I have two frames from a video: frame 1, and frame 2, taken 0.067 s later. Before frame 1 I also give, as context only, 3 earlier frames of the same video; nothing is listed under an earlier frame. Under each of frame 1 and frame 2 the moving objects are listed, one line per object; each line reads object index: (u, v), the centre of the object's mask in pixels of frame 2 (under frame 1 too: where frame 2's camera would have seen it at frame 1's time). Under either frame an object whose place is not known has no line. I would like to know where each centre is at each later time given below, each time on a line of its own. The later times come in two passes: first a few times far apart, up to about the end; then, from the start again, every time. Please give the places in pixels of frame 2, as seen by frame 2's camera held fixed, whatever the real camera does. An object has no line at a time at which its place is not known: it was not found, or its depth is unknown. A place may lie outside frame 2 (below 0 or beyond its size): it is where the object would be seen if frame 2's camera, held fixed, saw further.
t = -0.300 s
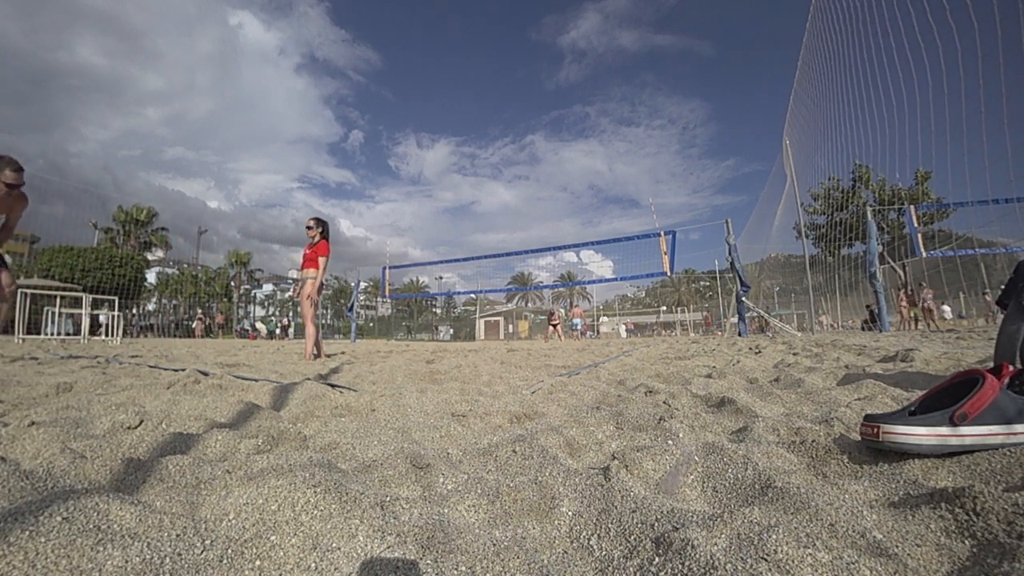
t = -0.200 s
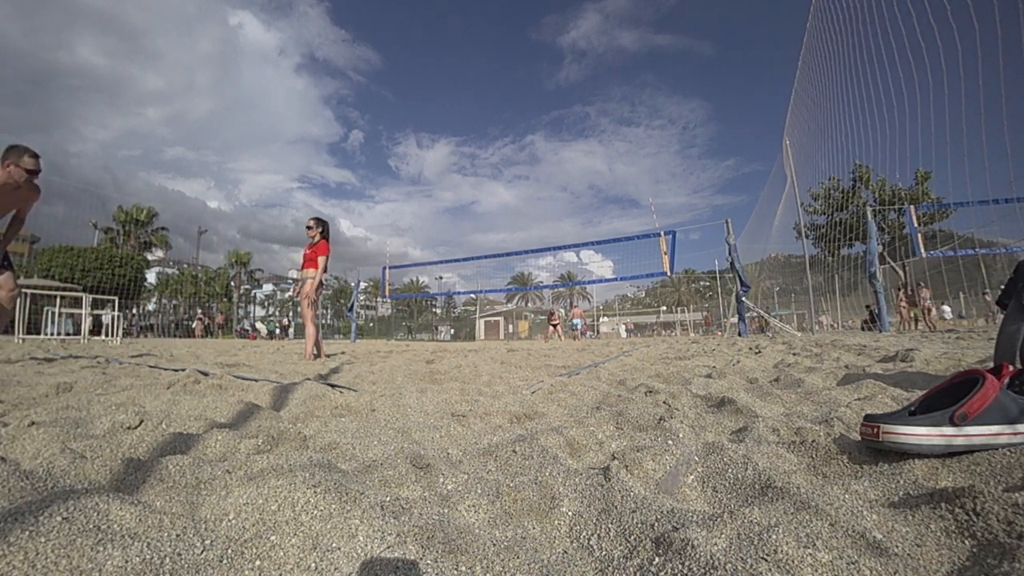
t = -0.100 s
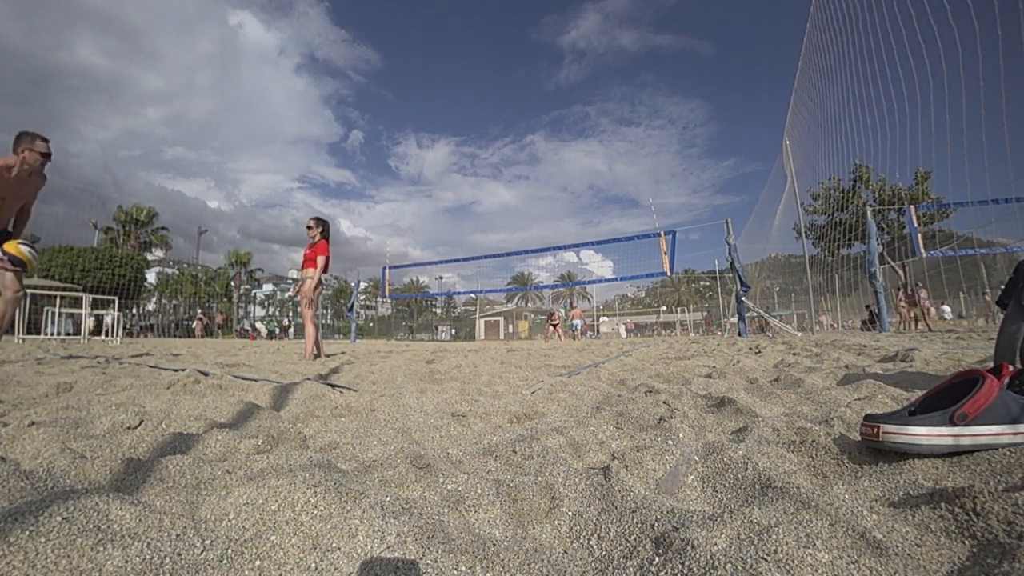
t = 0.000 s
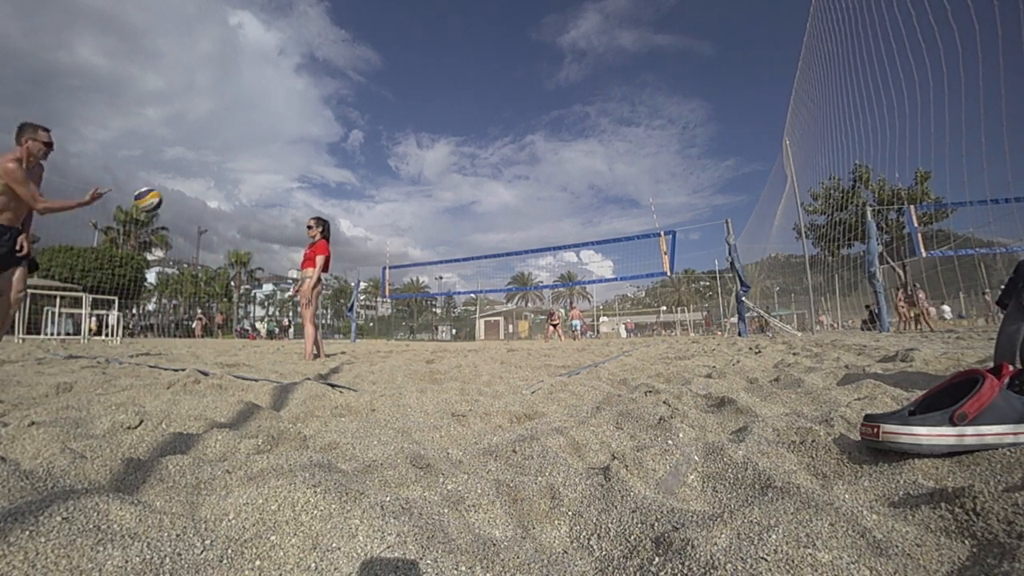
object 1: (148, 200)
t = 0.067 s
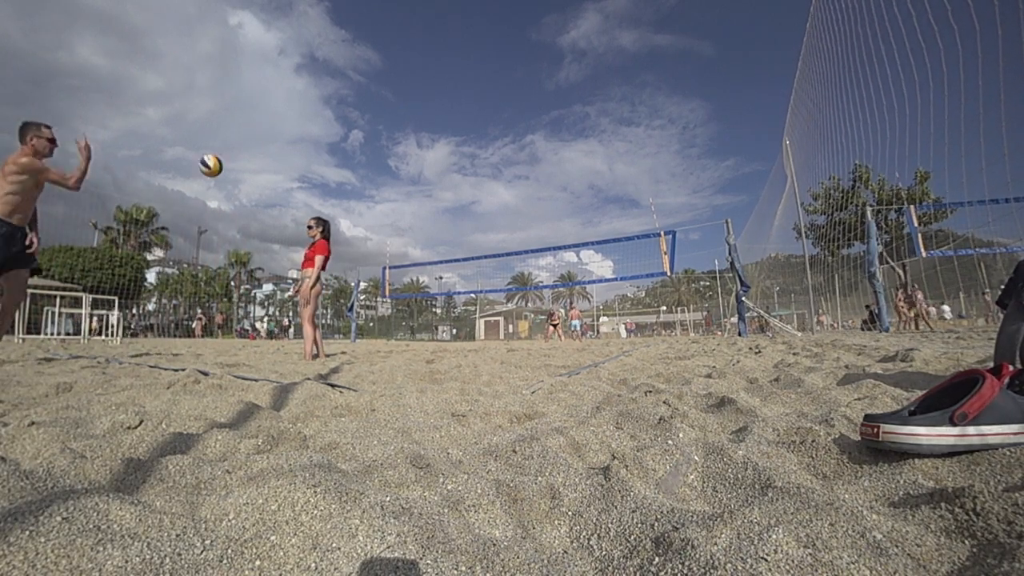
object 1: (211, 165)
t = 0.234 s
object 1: (316, 125)
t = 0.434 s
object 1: (390, 120)
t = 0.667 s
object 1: (441, 140)
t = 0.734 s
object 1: (452, 148)
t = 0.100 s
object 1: (237, 153)
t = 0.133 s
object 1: (260, 143)
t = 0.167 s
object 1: (281, 135)
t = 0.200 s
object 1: (300, 130)
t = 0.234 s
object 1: (316, 125)
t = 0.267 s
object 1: (332, 122)
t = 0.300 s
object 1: (345, 119)
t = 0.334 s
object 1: (358, 120)
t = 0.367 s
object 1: (369, 118)
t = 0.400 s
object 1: (380, 119)
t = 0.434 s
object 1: (390, 120)
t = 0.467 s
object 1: (399, 121)
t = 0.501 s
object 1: (408, 123)
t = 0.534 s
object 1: (415, 125)
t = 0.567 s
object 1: (422, 129)
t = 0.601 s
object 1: (429, 133)
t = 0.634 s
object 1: (435, 136)
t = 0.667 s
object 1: (441, 140)
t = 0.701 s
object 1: (447, 145)
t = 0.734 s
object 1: (452, 148)
